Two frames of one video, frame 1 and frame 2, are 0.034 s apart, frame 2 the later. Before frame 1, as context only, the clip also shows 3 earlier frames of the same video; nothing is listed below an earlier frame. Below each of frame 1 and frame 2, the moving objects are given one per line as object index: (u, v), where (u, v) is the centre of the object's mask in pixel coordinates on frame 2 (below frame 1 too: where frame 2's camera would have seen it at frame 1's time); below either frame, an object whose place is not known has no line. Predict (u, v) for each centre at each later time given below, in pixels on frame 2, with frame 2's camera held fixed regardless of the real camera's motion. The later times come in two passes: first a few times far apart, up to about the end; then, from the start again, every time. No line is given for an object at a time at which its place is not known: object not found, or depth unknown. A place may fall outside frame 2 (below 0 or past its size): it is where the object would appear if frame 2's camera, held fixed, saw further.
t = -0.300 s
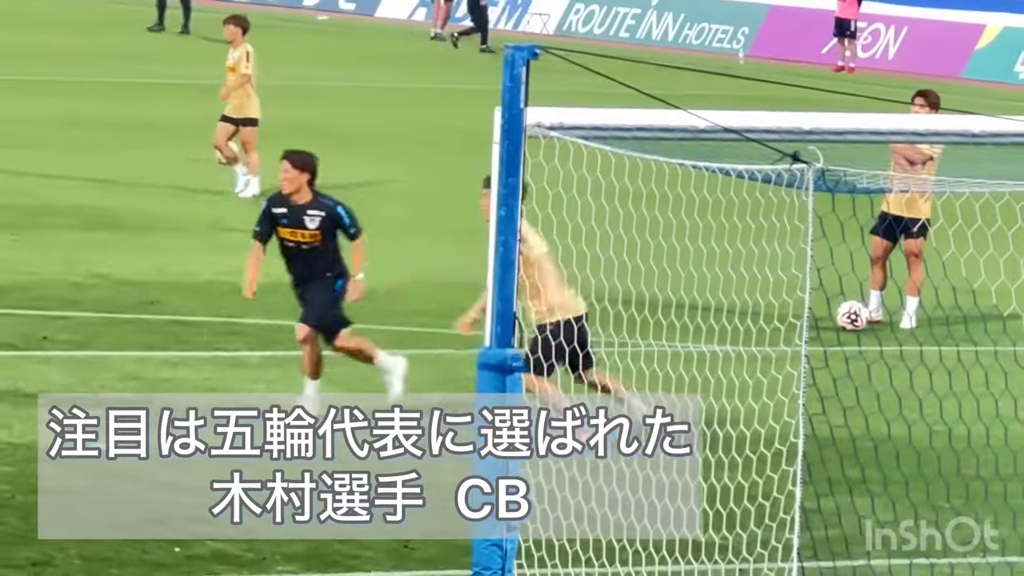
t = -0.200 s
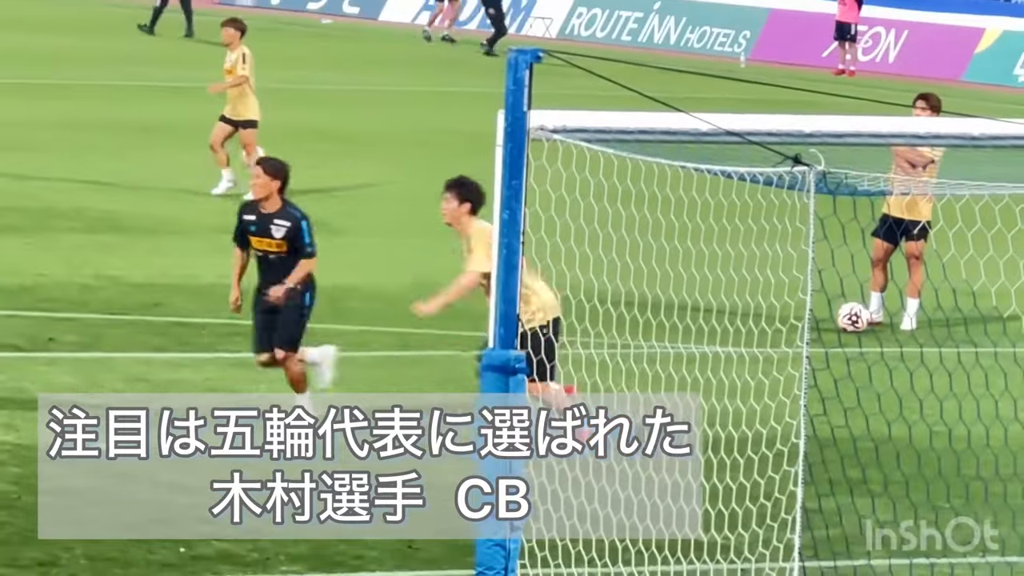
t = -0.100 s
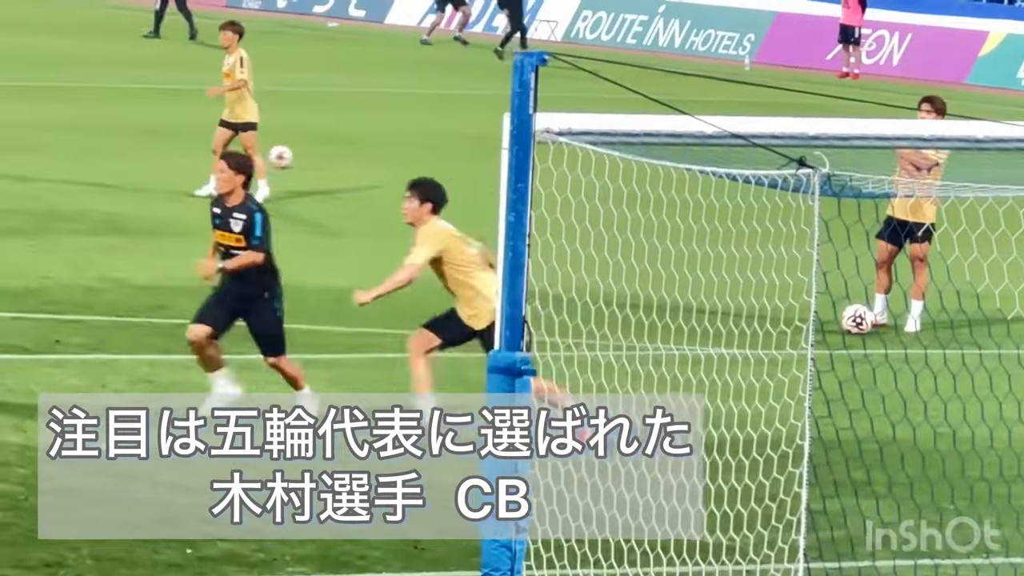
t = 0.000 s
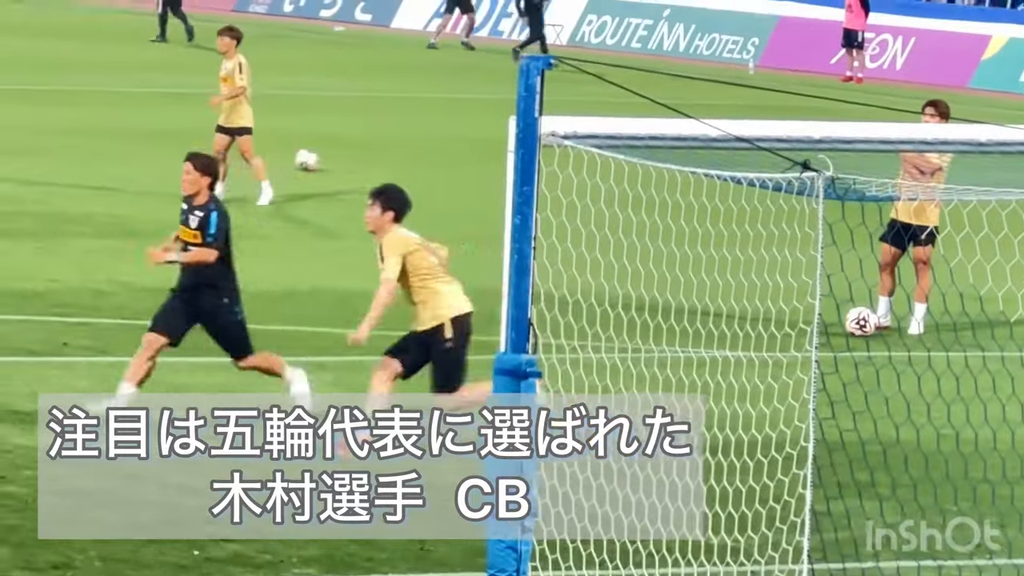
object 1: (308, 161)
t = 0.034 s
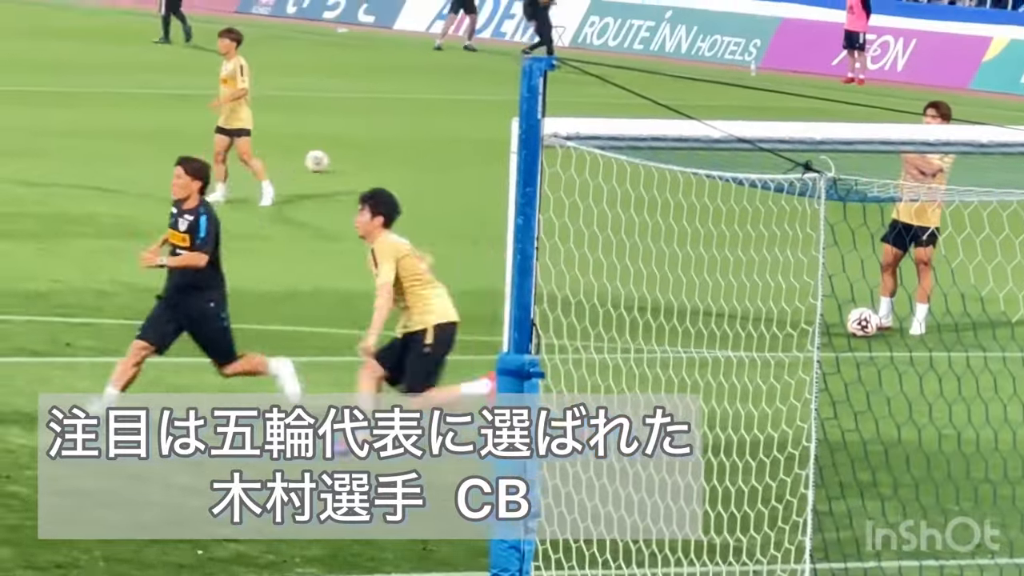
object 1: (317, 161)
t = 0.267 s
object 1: (365, 159)
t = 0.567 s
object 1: (424, 155)
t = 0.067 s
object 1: (322, 162)
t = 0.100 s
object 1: (330, 160)
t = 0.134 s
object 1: (337, 160)
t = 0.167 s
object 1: (344, 161)
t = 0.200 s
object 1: (350, 161)
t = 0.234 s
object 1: (358, 160)
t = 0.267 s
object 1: (365, 159)
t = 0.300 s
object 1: (372, 159)
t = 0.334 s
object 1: (380, 158)
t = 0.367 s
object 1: (385, 158)
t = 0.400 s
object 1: (392, 157)
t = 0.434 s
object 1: (399, 157)
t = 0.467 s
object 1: (406, 156)
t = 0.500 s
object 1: (412, 156)
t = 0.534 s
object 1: (419, 155)
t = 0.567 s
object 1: (424, 155)
